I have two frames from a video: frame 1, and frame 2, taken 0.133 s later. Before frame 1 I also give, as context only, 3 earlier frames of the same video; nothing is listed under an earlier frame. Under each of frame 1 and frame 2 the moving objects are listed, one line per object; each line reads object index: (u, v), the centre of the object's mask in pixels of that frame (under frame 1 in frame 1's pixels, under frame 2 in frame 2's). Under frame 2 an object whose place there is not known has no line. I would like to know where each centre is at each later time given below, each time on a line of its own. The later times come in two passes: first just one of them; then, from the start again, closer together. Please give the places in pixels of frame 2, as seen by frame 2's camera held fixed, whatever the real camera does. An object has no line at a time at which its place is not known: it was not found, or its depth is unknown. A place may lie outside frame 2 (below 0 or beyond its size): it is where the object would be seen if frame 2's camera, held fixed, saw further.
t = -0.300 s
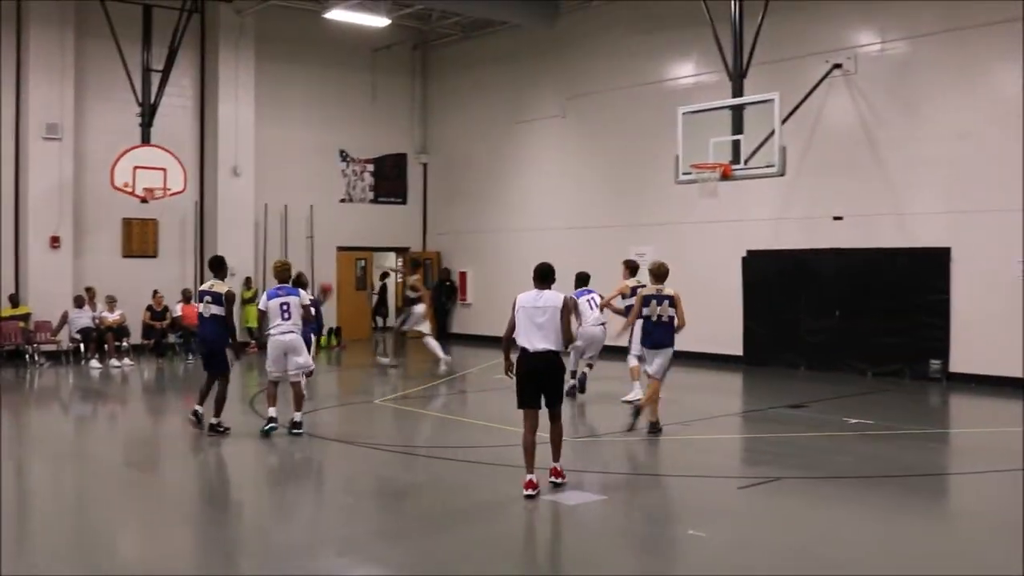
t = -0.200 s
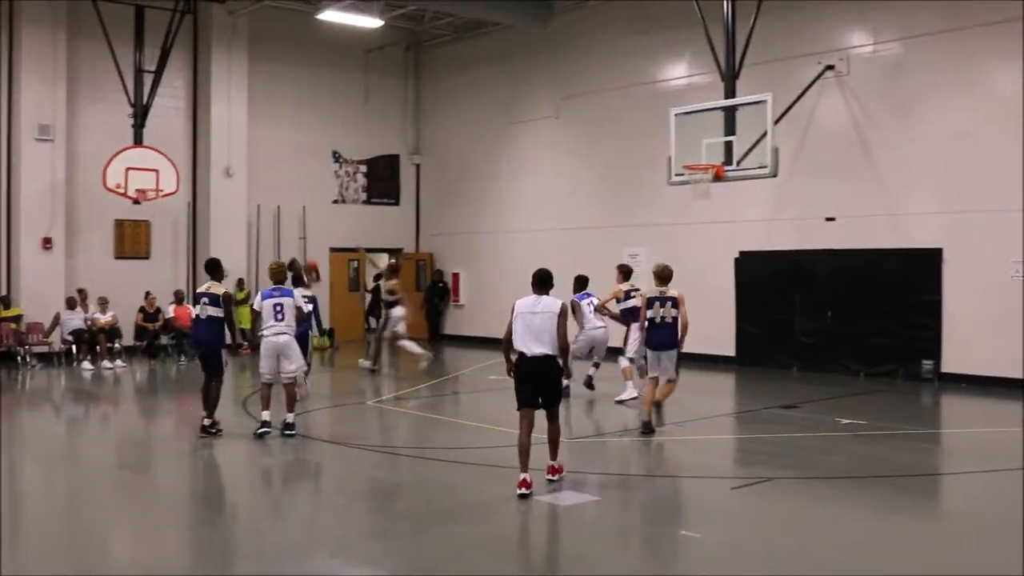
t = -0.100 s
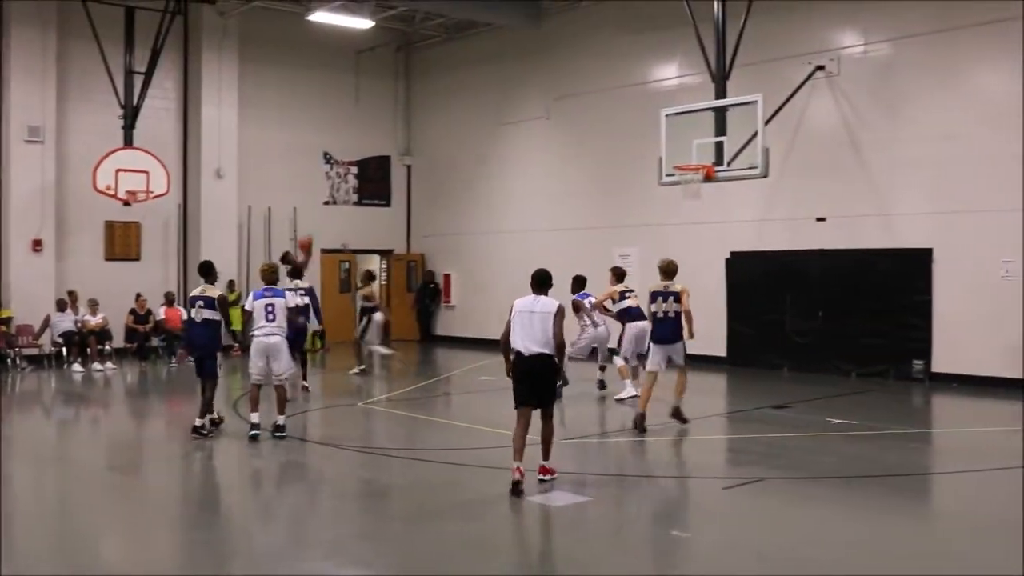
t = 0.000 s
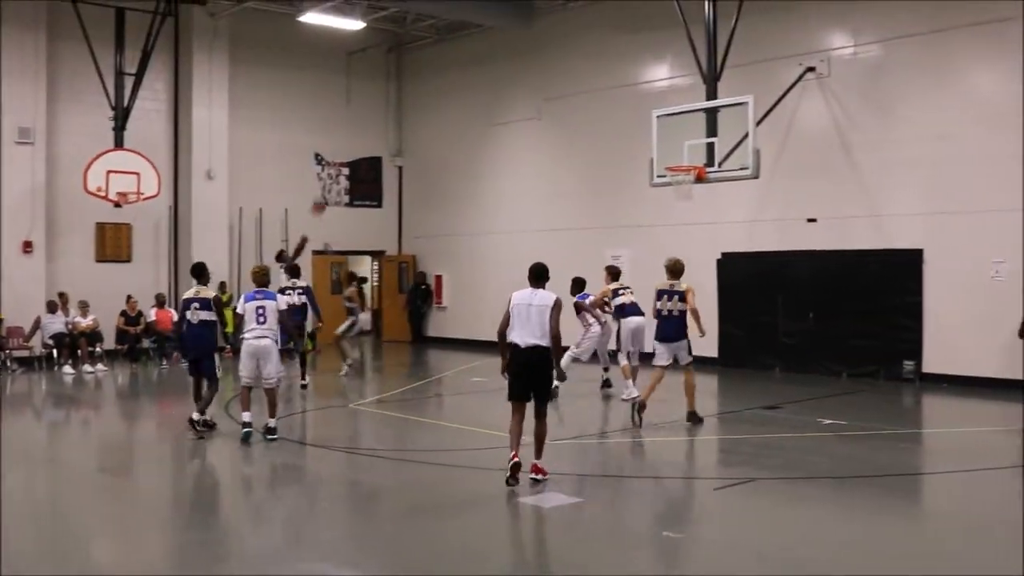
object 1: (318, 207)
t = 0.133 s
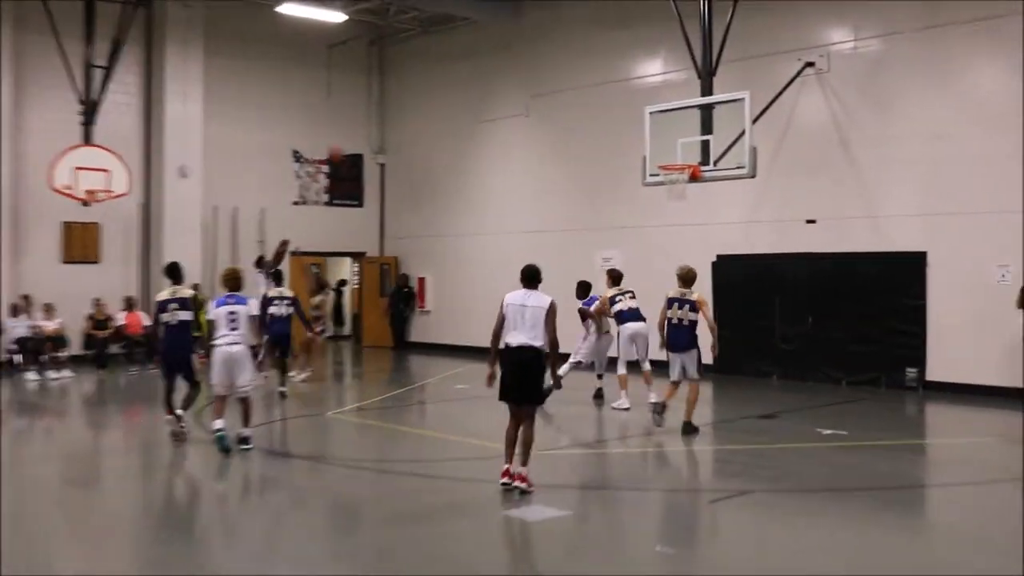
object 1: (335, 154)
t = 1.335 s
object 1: (696, 193)
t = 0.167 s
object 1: (344, 145)
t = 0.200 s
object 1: (352, 133)
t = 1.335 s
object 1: (696, 193)
